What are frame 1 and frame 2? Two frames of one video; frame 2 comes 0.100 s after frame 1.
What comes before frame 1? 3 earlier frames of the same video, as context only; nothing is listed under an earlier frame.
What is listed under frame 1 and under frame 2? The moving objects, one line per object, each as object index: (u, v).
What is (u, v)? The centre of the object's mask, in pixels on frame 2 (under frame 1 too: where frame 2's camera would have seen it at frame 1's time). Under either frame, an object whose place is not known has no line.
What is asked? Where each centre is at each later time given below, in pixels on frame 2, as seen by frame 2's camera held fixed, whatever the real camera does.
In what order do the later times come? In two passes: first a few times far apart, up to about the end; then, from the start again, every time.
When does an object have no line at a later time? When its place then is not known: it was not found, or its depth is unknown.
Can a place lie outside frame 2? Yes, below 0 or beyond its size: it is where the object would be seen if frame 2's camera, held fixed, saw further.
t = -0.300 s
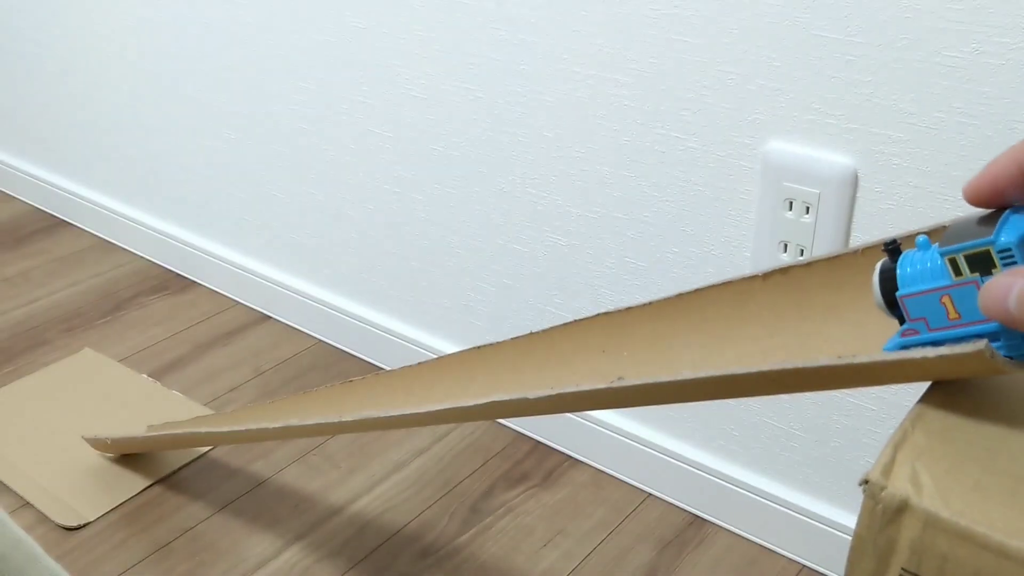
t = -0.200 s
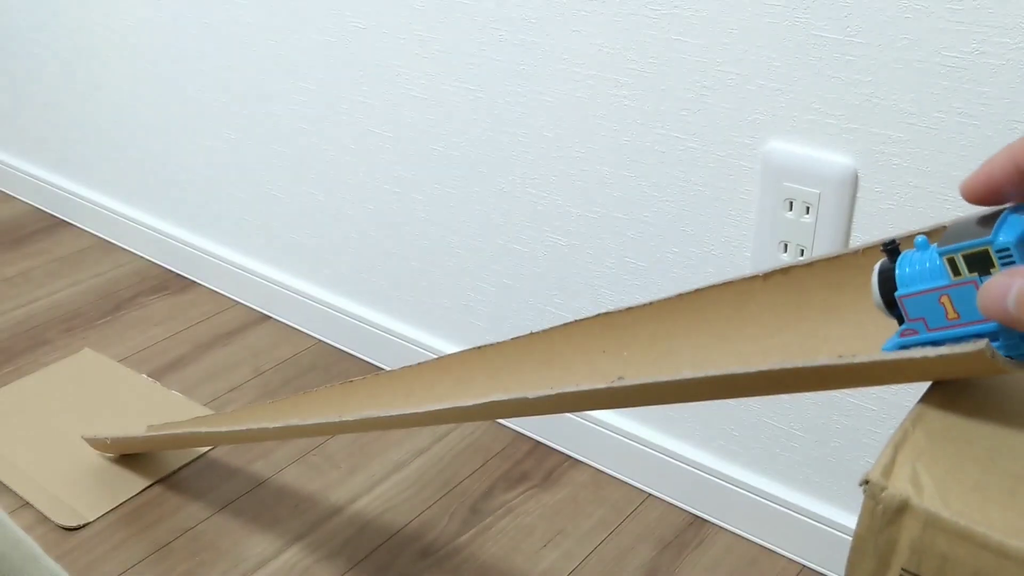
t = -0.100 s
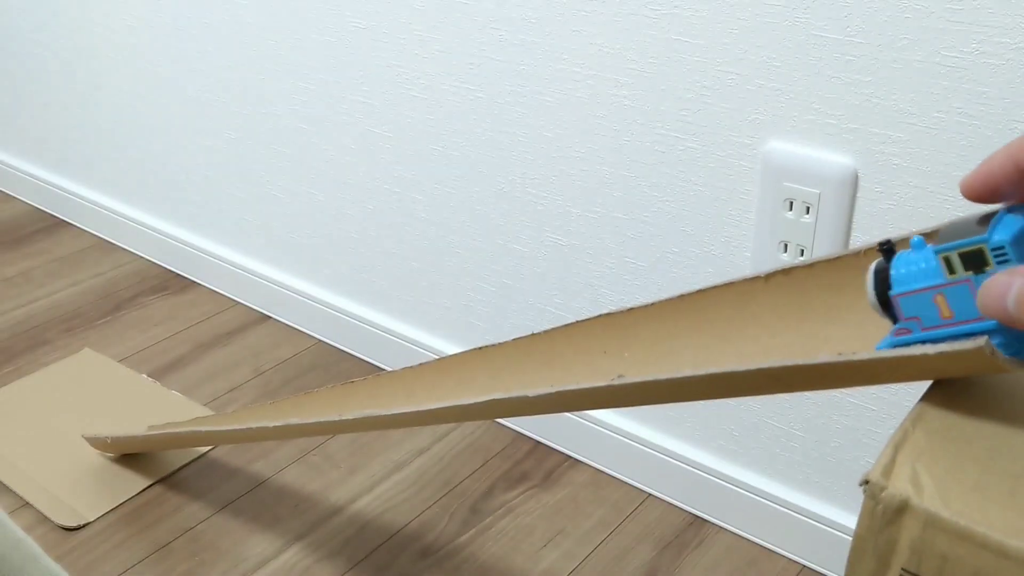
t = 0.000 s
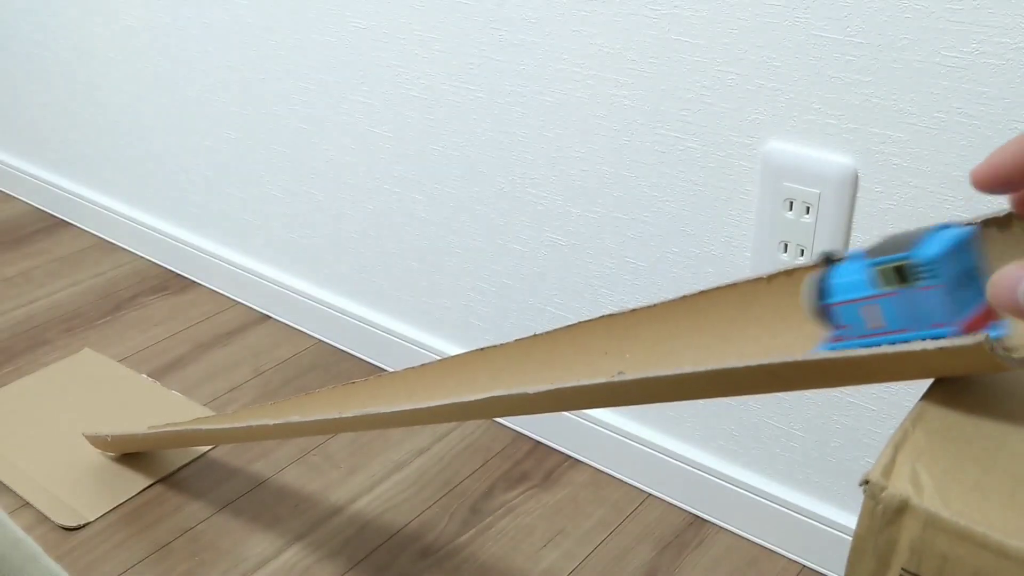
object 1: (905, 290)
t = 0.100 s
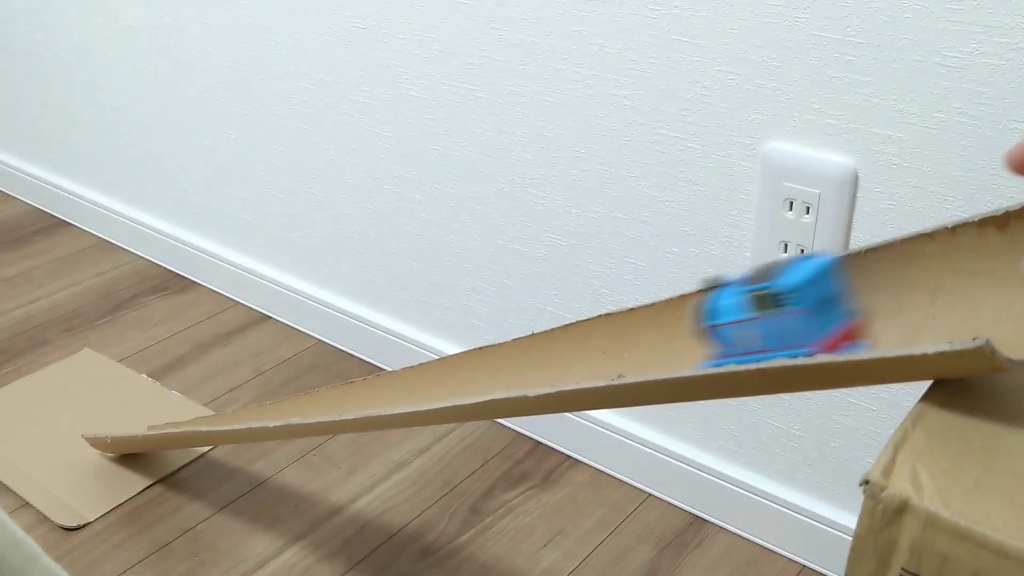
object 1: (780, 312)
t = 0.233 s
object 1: (587, 343)
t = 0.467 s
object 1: (305, 392)
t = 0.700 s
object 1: (117, 415)
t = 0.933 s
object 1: (17, 325)
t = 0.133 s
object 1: (733, 319)
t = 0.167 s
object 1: (683, 327)
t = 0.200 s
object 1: (634, 335)
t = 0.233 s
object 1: (587, 343)
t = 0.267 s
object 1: (540, 351)
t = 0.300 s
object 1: (496, 359)
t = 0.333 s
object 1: (452, 368)
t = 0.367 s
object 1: (412, 375)
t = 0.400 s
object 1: (375, 381)
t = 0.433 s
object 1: (338, 387)
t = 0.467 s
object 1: (305, 392)
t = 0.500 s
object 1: (272, 397)
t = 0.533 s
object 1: (241, 402)
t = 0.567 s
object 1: (215, 406)
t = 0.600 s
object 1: (188, 410)
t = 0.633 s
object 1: (162, 412)
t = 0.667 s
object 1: (138, 416)
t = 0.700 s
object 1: (117, 415)
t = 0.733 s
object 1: (98, 402)
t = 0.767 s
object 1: (77, 384)
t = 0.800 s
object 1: (61, 370)
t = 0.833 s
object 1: (43, 356)
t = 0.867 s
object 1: (30, 348)
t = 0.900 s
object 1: (23, 338)
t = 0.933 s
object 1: (17, 325)
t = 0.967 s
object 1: (12, 314)
